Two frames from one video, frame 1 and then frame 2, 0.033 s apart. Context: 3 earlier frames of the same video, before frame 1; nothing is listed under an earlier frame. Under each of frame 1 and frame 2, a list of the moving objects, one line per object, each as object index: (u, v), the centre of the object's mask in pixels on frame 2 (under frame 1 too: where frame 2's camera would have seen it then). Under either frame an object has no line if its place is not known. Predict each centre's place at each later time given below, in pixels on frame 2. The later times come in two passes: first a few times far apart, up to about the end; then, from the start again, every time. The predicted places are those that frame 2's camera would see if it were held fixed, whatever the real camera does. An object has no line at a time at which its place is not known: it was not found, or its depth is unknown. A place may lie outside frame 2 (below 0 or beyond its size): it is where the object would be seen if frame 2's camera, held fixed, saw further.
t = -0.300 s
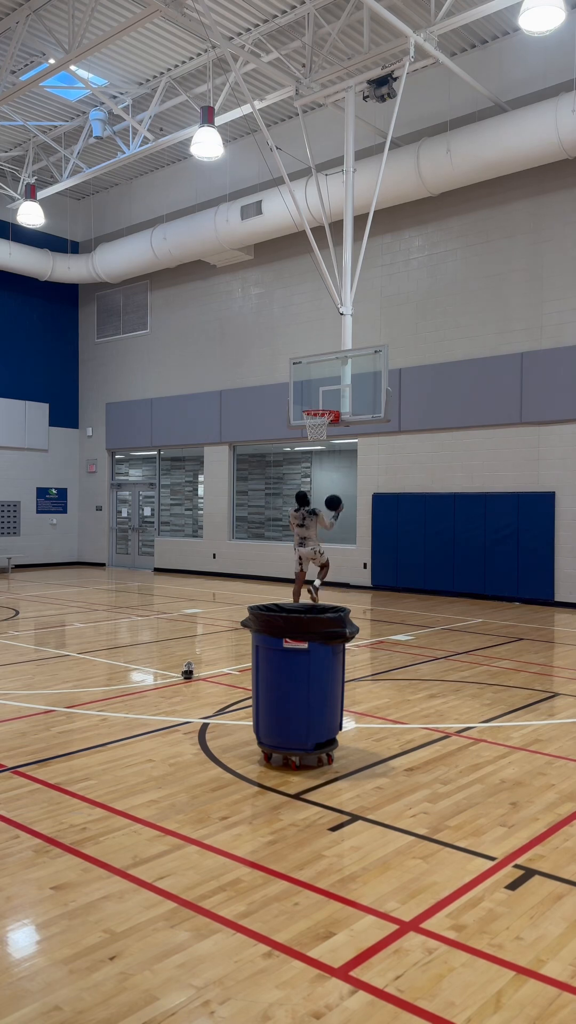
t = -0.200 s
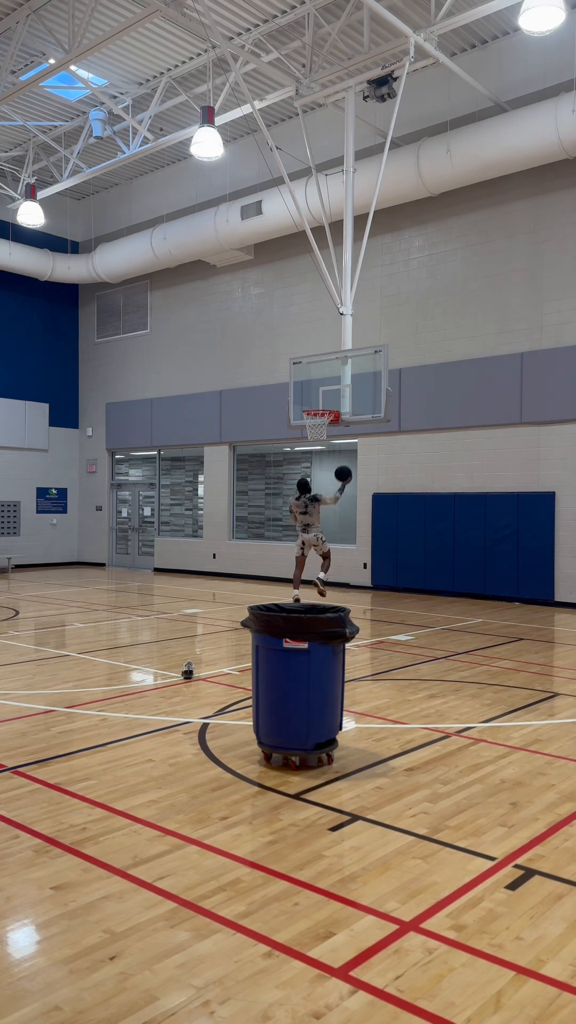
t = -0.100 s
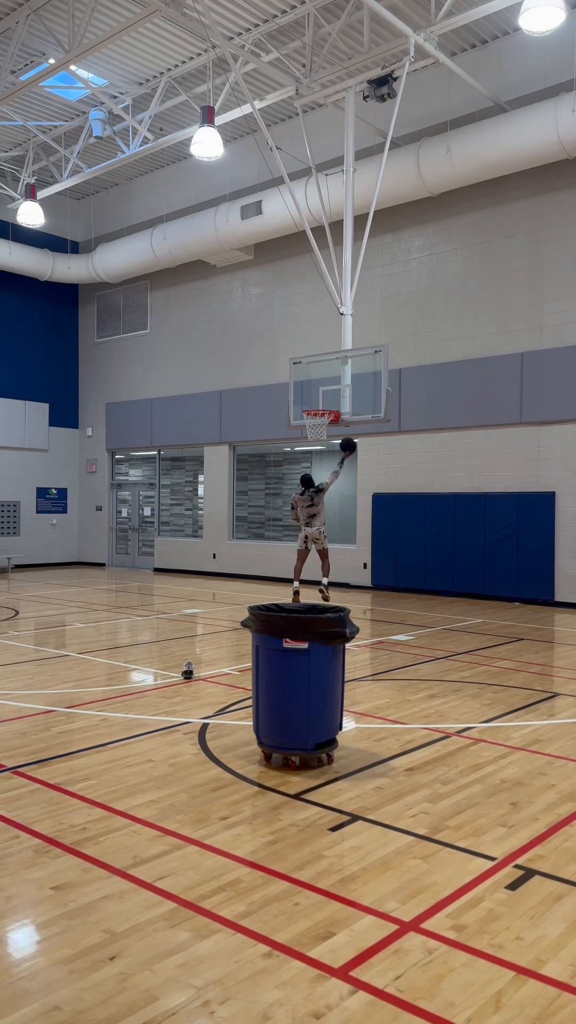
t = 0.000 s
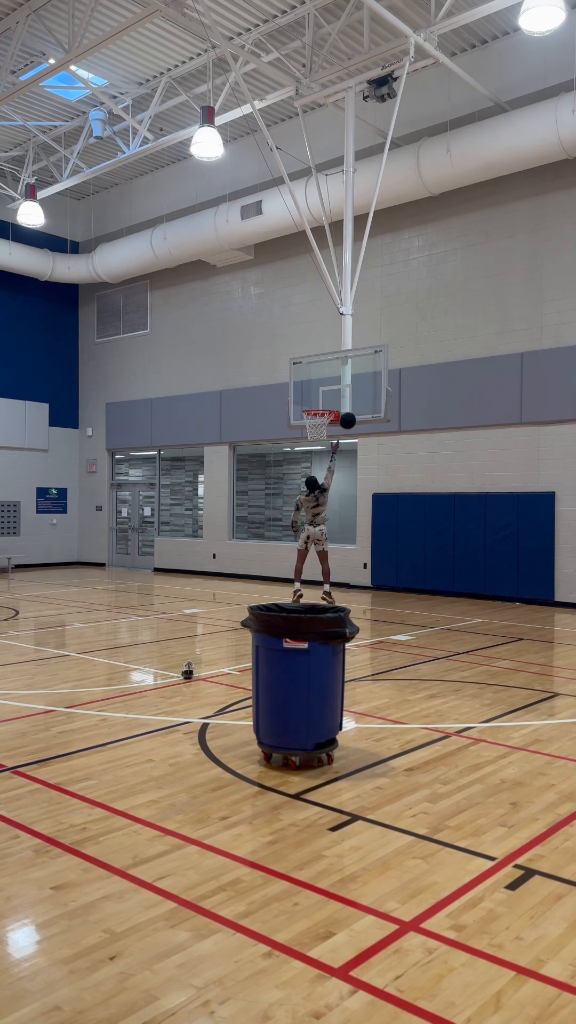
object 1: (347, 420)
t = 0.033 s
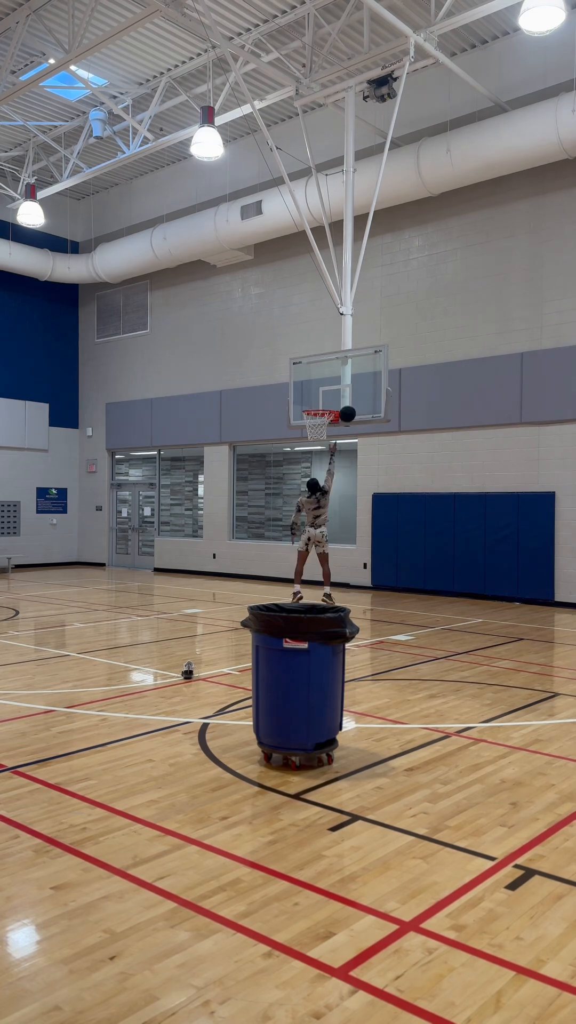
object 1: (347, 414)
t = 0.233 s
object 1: (346, 391)
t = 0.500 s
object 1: (328, 397)
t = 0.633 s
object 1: (318, 418)
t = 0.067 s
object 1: (347, 408)
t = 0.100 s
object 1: (347, 403)
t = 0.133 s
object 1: (347, 399)
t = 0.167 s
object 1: (346, 395)
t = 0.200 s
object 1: (346, 393)
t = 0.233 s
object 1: (346, 391)
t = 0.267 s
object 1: (344, 389)
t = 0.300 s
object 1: (342, 388)
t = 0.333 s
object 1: (339, 387)
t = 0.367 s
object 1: (337, 388)
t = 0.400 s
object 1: (335, 389)
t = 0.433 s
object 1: (332, 391)
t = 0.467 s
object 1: (330, 394)
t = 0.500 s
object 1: (328, 397)
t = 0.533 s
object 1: (325, 401)
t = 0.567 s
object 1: (323, 404)
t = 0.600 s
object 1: (320, 411)
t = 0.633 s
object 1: (318, 418)
